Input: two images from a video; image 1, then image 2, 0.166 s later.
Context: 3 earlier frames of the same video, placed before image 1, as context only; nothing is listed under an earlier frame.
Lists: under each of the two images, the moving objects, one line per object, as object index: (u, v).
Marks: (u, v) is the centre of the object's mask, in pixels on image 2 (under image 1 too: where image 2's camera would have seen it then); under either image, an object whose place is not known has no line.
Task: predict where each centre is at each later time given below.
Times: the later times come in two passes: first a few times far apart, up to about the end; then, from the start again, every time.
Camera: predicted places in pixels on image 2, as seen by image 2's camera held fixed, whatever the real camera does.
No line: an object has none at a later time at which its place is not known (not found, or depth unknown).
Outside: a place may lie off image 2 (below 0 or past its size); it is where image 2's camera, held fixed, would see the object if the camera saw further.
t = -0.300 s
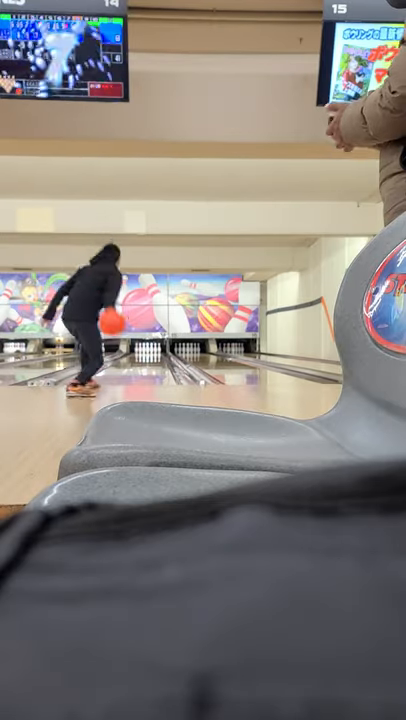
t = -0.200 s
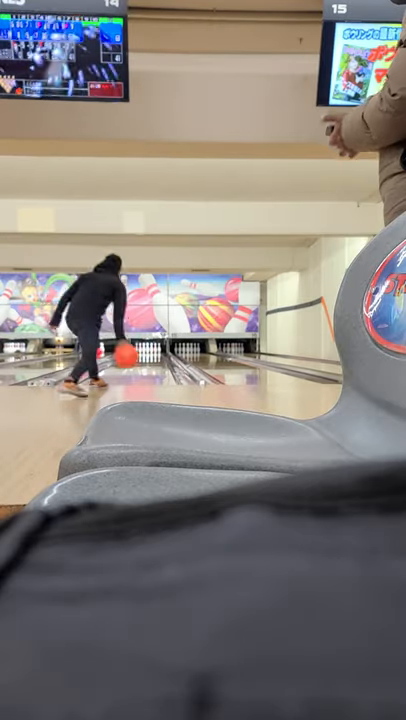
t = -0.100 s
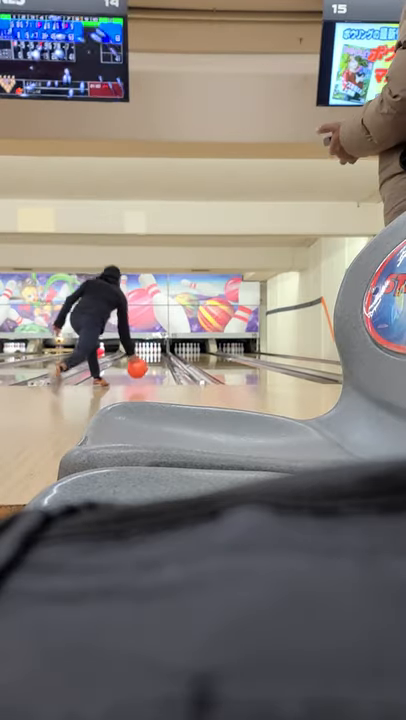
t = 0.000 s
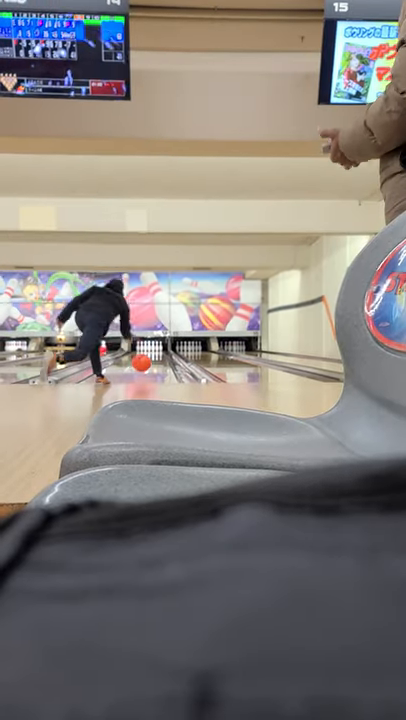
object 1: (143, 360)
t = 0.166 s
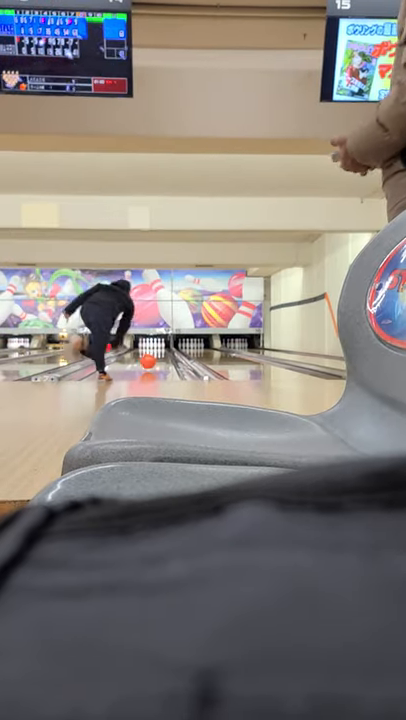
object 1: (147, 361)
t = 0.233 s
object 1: (149, 361)
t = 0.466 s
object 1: (152, 357)
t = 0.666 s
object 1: (154, 354)
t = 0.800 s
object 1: (155, 353)
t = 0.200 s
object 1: (148, 361)
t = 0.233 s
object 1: (149, 361)
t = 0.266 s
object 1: (149, 360)
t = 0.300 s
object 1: (150, 359)
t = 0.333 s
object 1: (150, 359)
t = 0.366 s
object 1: (151, 359)
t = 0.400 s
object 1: (151, 358)
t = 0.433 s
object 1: (151, 358)
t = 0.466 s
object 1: (152, 357)
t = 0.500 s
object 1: (152, 357)
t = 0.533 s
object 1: (153, 356)
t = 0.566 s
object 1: (153, 356)
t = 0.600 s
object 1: (153, 355)
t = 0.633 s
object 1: (154, 354)
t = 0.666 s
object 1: (154, 354)
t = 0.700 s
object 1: (154, 354)
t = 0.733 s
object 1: (154, 354)
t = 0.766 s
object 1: (155, 353)
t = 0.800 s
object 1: (155, 353)
